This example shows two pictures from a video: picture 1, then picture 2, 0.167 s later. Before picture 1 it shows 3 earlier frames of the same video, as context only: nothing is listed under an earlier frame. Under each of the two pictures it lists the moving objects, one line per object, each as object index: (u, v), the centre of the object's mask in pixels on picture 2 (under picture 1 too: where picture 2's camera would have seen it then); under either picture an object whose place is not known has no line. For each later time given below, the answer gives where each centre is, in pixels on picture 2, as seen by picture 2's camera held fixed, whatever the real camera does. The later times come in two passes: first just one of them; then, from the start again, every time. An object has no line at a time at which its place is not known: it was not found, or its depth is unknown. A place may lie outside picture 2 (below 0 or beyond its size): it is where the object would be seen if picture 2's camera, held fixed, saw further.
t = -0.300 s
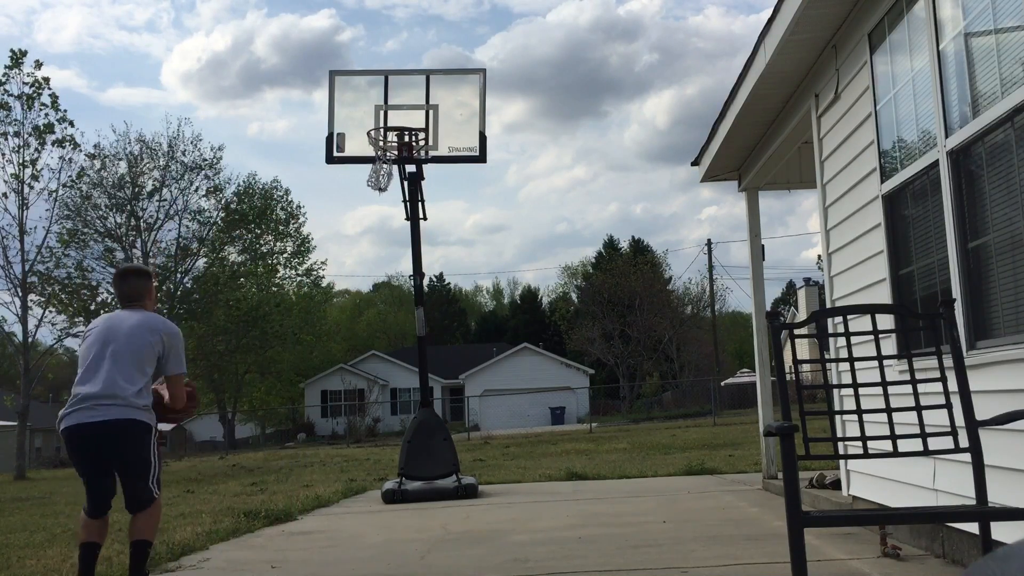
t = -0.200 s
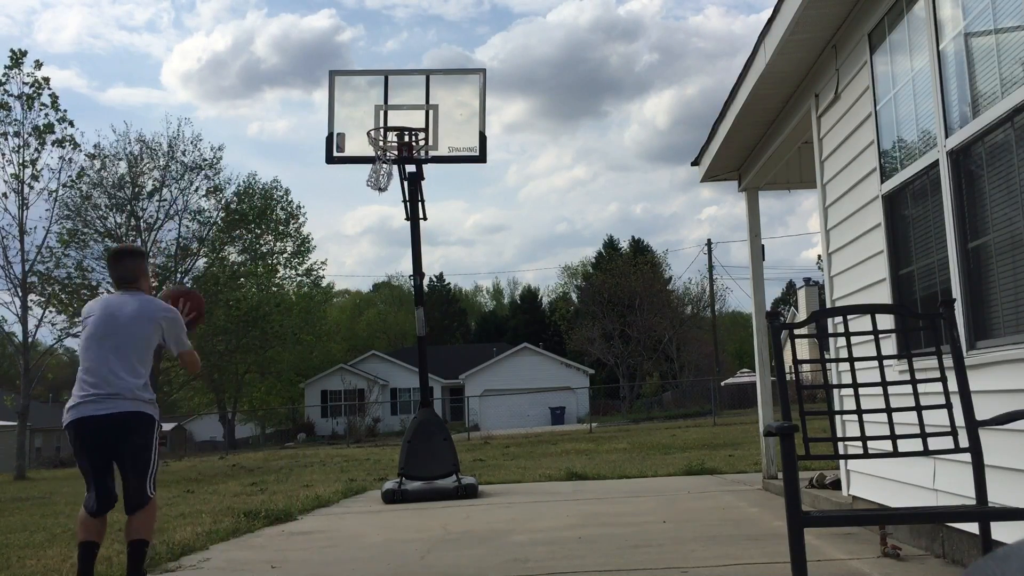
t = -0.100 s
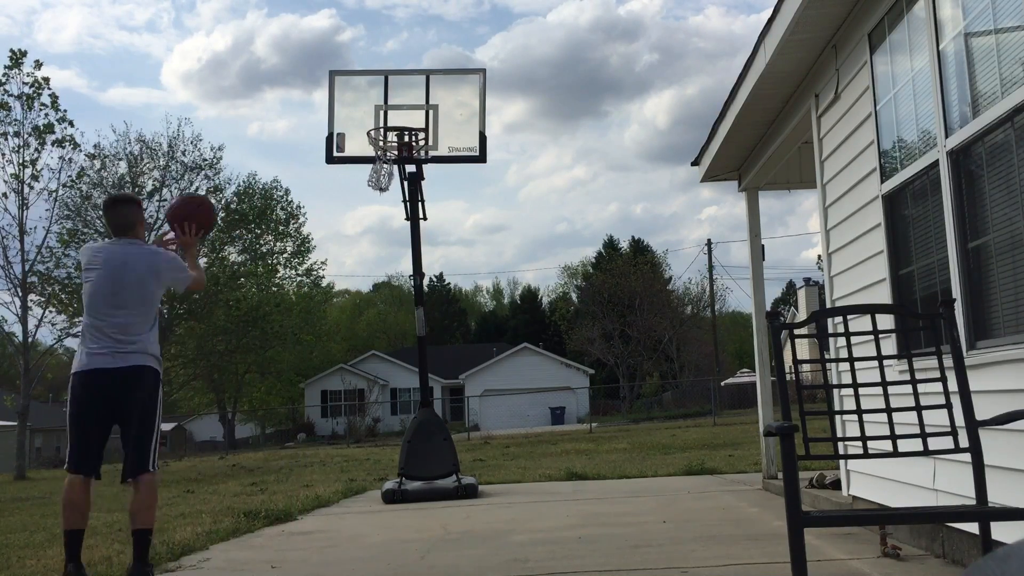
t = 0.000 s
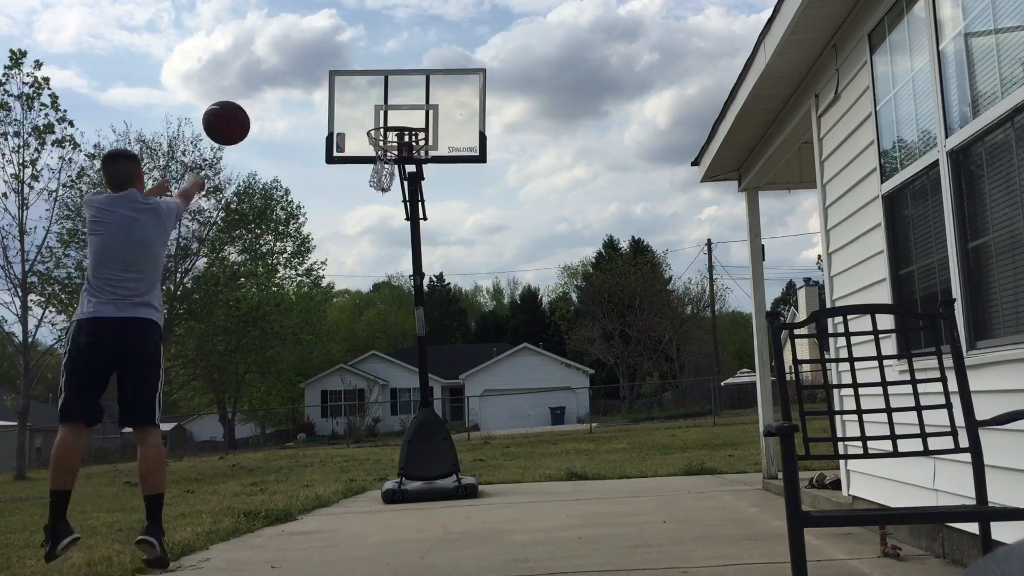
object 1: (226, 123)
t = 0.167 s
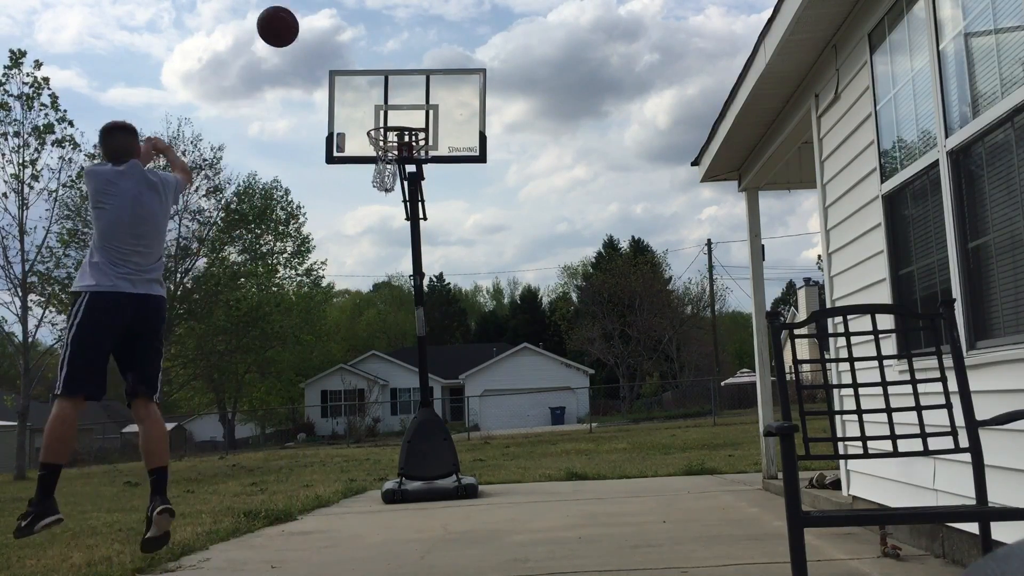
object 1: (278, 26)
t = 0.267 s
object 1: (305, 7)
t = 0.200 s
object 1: (287, 16)
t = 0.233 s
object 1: (296, 11)
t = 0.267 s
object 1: (305, 7)
